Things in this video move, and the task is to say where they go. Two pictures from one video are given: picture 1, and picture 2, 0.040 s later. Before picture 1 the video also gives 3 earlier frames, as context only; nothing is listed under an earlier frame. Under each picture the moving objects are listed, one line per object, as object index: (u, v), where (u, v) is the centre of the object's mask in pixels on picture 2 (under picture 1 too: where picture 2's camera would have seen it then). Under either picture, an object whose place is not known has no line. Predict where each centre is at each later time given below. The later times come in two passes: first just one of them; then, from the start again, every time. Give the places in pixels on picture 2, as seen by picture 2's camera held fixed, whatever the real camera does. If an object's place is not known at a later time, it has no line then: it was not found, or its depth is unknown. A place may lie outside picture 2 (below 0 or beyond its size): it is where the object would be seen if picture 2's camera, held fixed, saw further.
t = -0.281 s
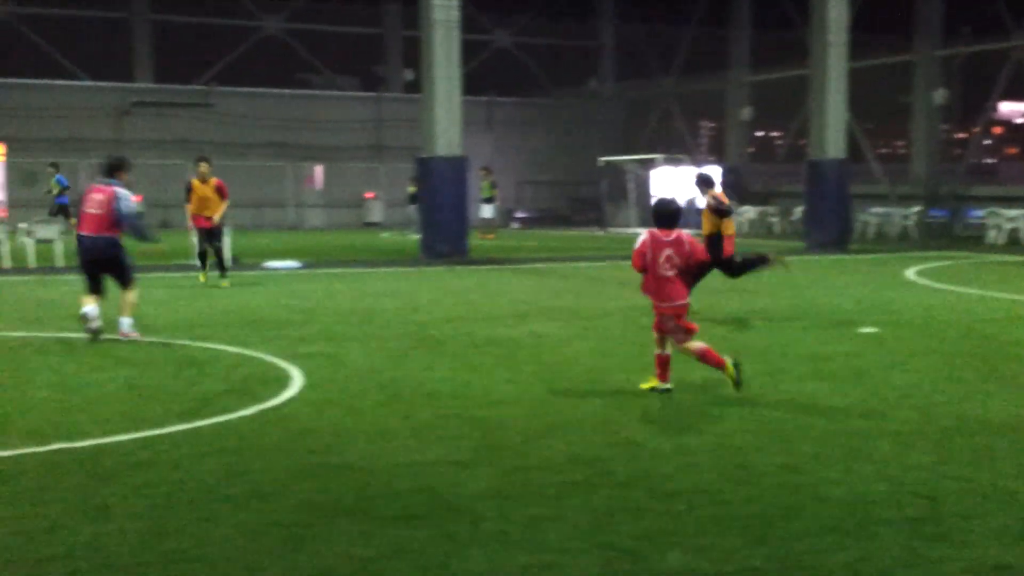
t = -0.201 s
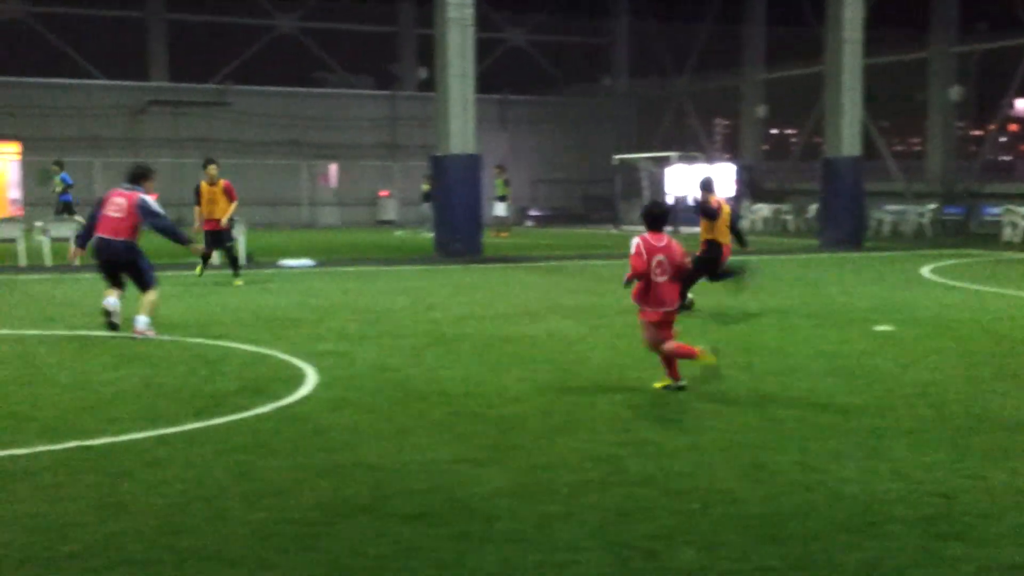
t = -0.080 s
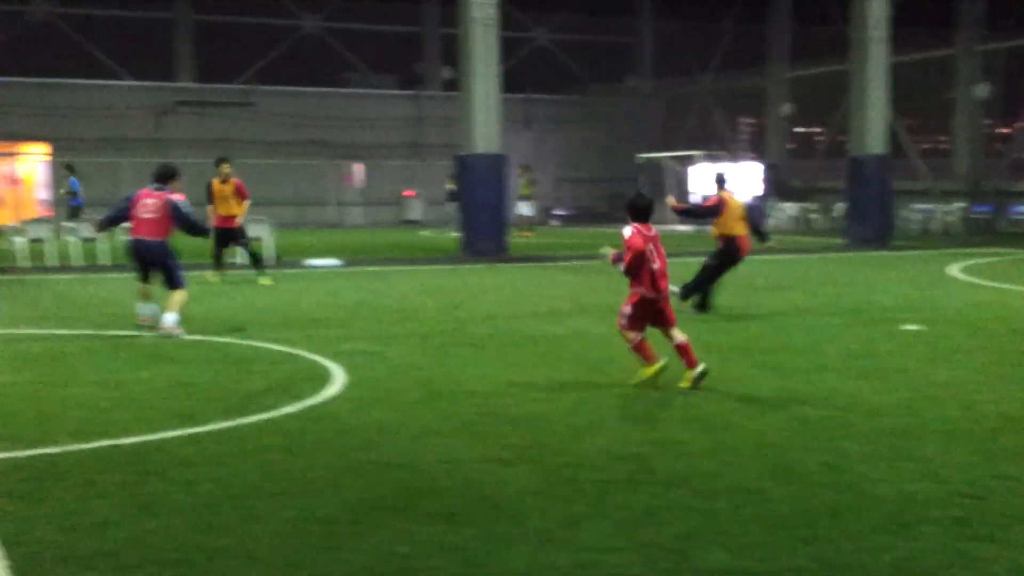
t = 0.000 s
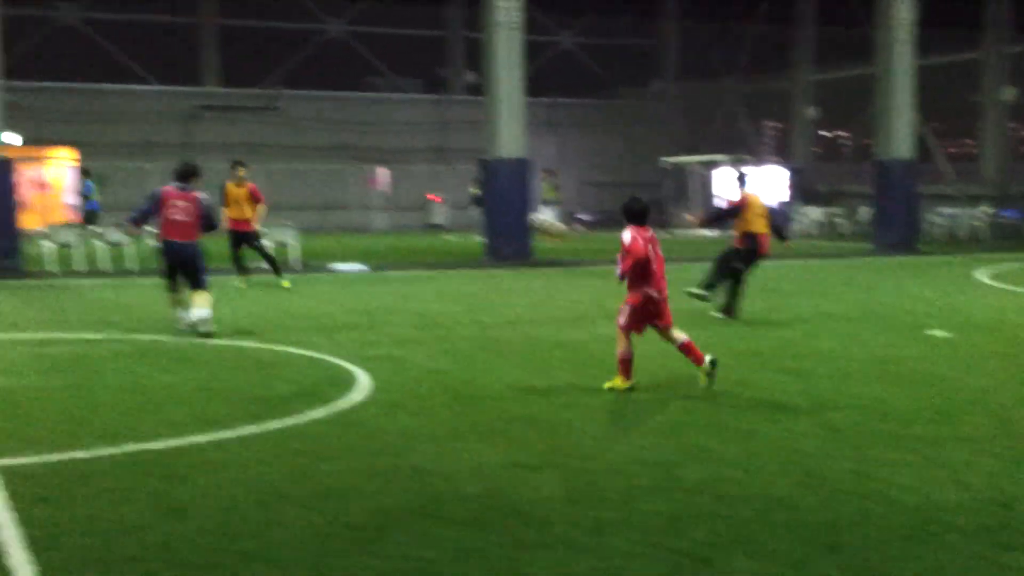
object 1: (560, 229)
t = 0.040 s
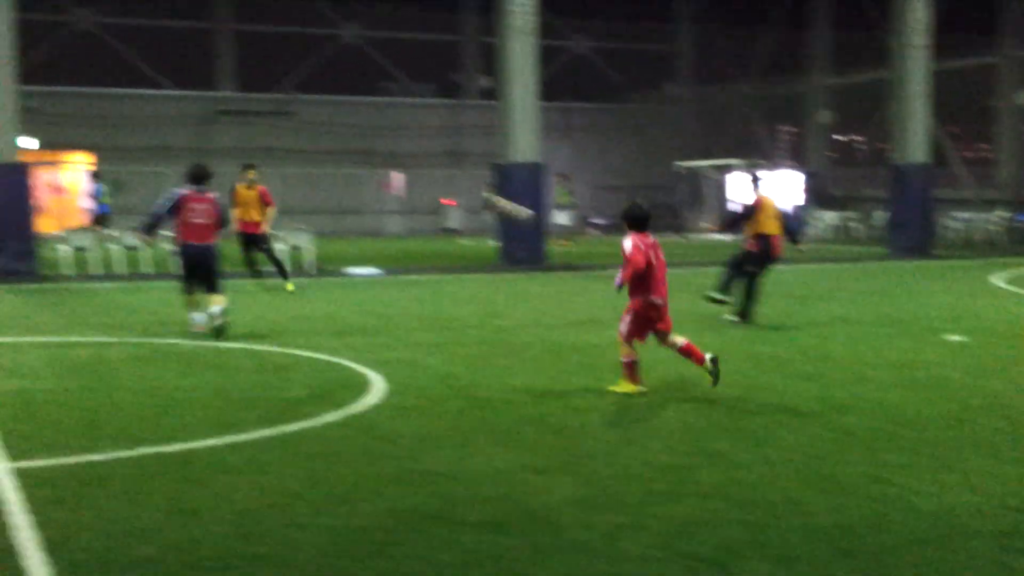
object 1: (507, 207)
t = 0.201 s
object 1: (315, 138)
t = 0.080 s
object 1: (464, 190)
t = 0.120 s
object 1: (413, 172)
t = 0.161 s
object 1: (364, 154)
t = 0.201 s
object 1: (315, 138)
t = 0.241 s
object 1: (265, 122)
